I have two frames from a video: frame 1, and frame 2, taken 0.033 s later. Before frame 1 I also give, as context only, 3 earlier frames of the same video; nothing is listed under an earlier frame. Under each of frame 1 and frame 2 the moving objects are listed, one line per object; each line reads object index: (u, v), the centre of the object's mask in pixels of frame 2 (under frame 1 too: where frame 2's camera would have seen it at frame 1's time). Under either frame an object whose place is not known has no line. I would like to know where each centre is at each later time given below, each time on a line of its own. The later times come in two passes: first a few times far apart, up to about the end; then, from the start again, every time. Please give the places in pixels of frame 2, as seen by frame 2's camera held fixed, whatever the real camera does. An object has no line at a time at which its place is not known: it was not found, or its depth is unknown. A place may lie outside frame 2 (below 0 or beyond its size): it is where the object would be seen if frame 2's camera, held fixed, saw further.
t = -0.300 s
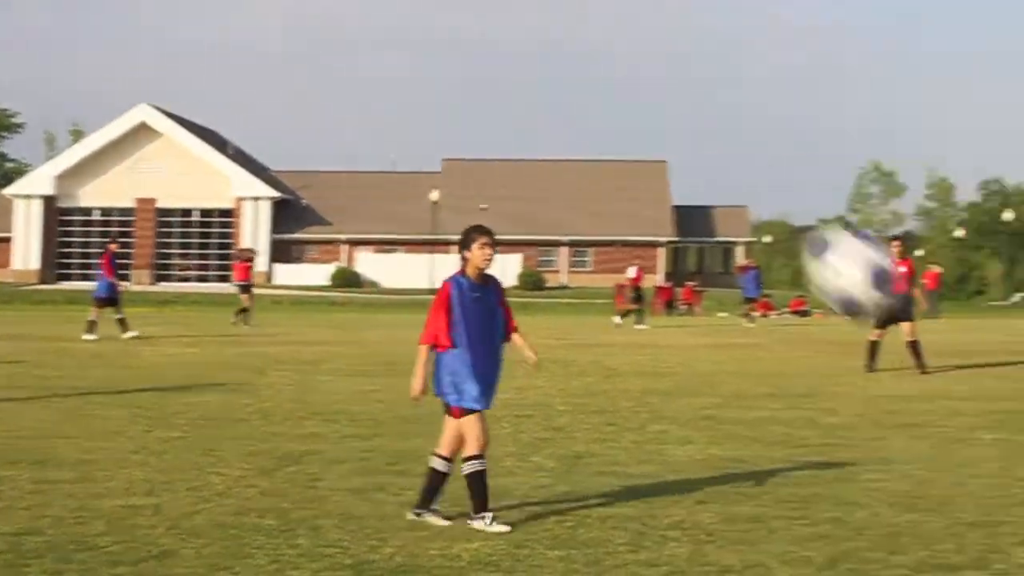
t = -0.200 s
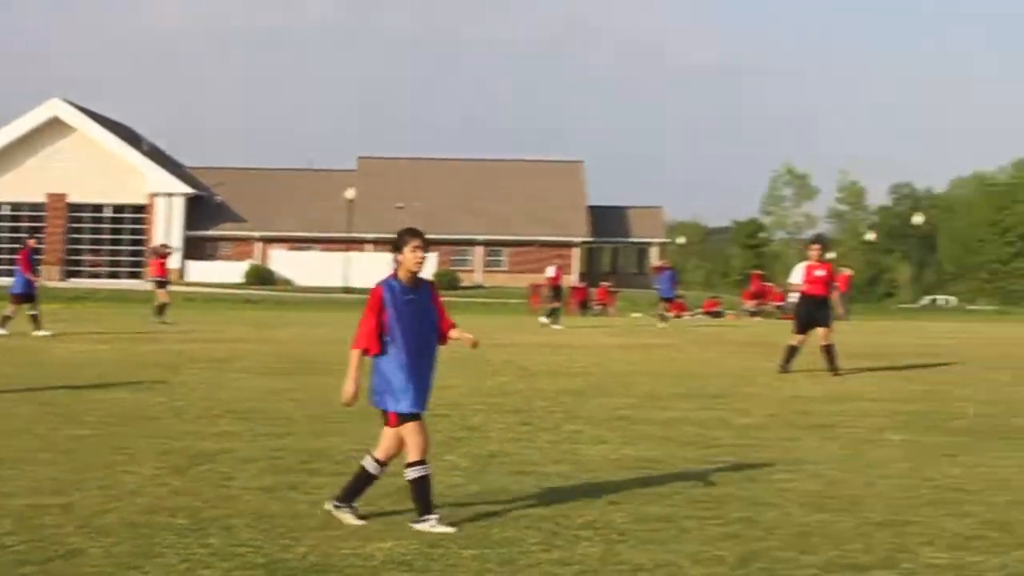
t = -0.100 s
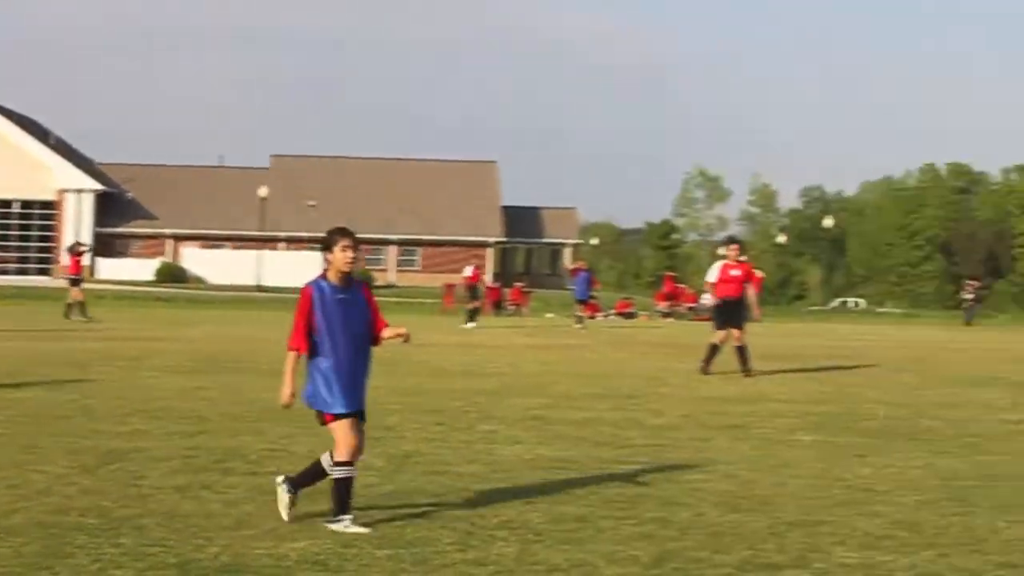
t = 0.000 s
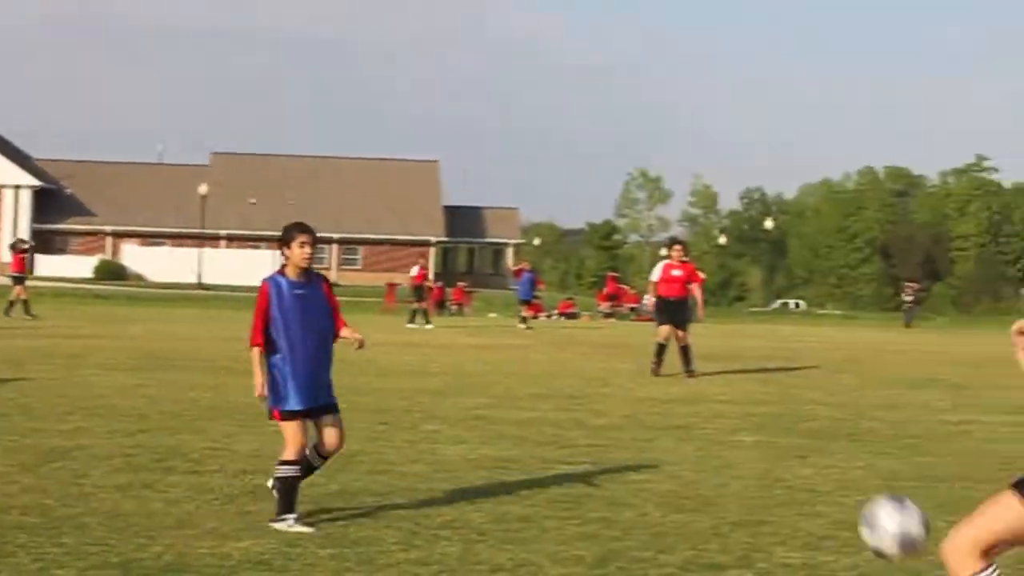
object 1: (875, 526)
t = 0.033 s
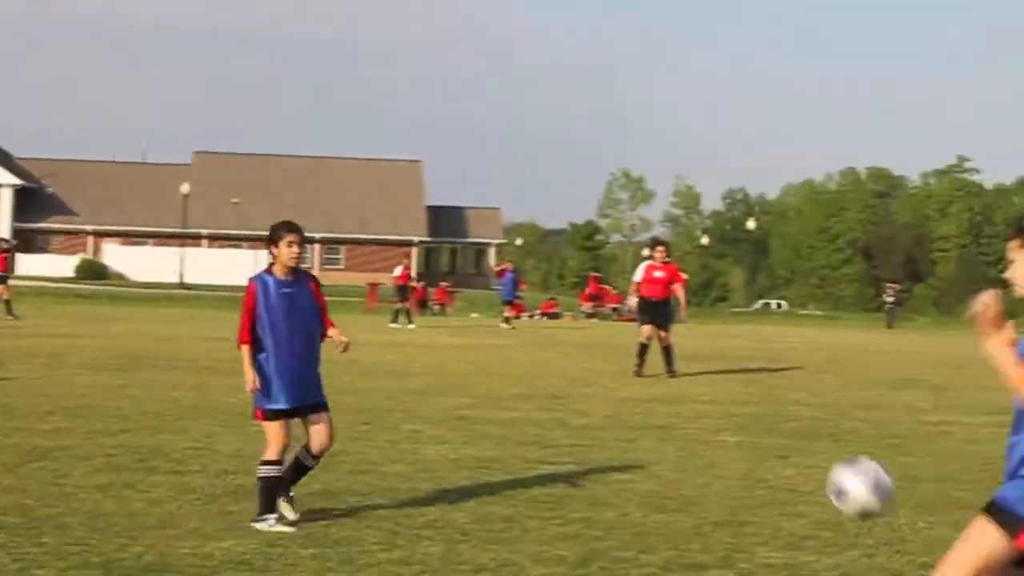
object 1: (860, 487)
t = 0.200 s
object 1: (793, 352)
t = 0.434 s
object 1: (711, 304)
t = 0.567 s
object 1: (671, 335)
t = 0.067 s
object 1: (846, 452)
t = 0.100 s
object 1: (831, 420)
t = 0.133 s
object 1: (815, 394)
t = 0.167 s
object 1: (803, 372)
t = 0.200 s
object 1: (793, 352)
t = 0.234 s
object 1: (780, 336)
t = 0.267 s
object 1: (768, 323)
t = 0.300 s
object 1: (757, 314)
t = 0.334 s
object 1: (745, 307)
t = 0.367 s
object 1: (734, 303)
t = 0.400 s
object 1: (724, 302)
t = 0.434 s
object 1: (711, 304)
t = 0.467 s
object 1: (701, 308)
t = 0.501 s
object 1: (691, 315)
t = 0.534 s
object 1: (681, 323)
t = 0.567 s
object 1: (671, 335)
